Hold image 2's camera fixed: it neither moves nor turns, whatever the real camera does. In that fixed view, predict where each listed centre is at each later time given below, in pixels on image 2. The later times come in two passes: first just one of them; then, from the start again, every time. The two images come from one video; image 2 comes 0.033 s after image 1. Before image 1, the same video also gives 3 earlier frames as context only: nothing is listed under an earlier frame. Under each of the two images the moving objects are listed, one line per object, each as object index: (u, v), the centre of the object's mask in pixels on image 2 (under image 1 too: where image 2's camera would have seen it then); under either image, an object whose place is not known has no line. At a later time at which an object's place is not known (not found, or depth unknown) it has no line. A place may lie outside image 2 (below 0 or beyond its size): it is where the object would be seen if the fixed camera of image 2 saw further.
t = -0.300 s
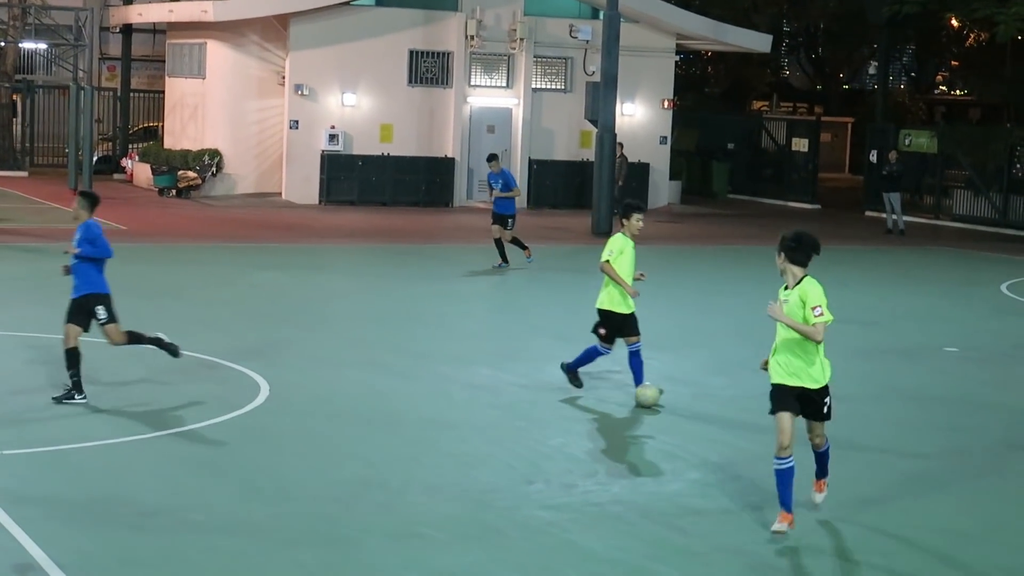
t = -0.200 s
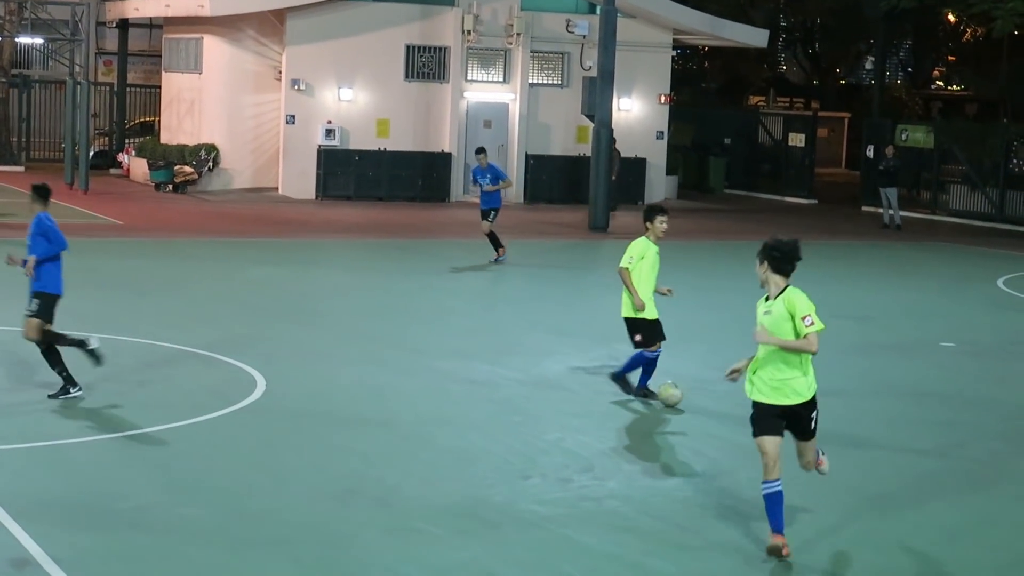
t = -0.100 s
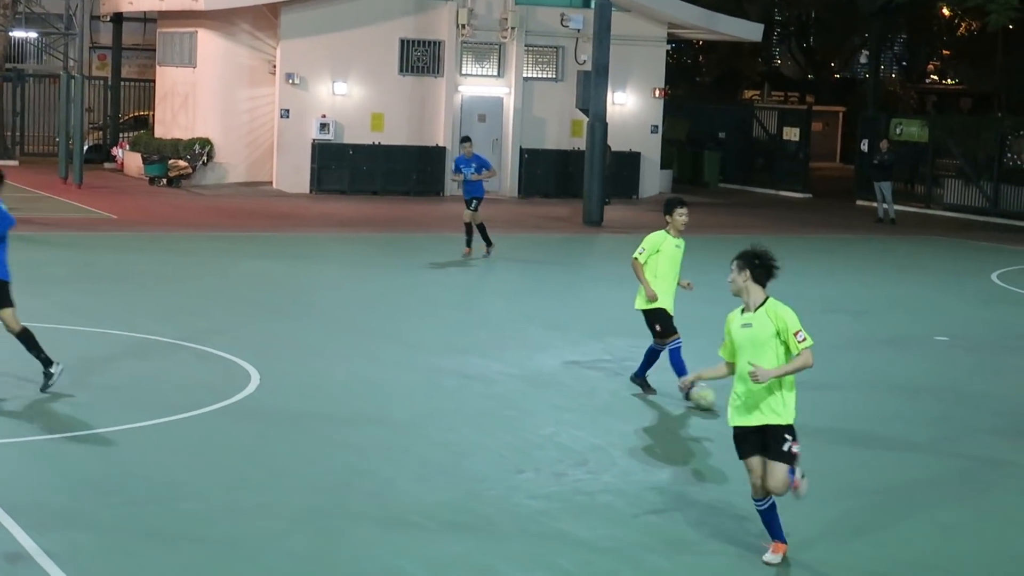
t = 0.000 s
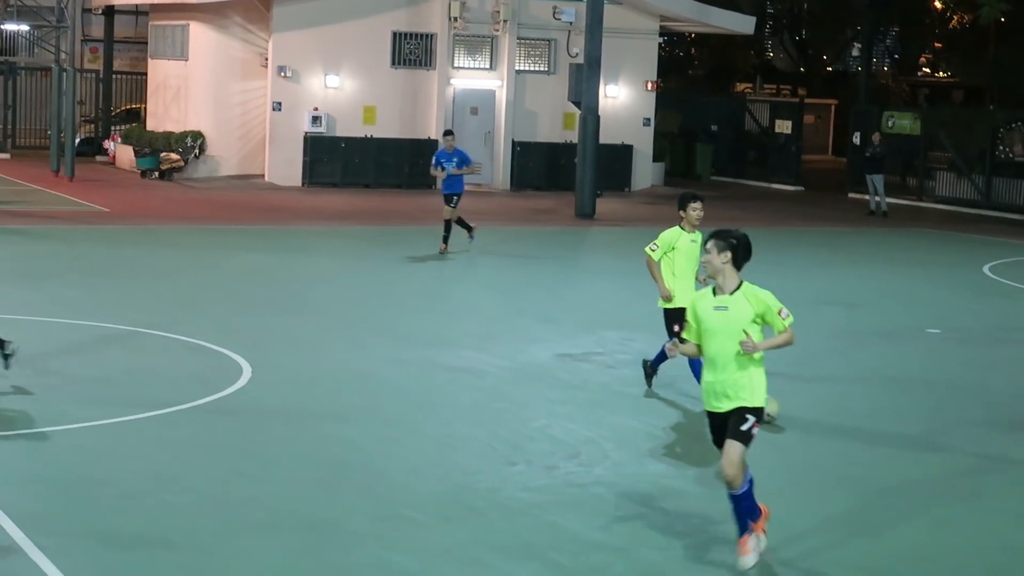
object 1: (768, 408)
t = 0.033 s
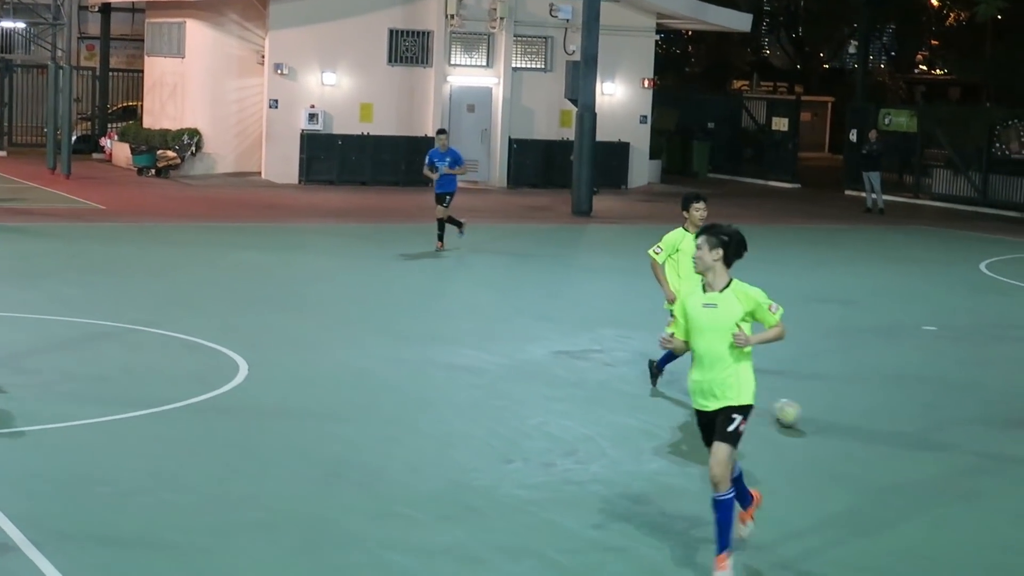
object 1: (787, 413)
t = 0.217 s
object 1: (914, 450)
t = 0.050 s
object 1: (798, 417)
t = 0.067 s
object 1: (810, 420)
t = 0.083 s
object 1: (821, 424)
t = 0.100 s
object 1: (832, 426)
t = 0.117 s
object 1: (844, 430)
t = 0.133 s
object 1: (855, 433)
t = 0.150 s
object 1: (867, 436)
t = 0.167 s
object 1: (879, 439)
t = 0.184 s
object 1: (890, 442)
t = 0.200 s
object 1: (902, 447)
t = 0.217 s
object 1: (914, 450)
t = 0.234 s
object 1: (923, 453)
